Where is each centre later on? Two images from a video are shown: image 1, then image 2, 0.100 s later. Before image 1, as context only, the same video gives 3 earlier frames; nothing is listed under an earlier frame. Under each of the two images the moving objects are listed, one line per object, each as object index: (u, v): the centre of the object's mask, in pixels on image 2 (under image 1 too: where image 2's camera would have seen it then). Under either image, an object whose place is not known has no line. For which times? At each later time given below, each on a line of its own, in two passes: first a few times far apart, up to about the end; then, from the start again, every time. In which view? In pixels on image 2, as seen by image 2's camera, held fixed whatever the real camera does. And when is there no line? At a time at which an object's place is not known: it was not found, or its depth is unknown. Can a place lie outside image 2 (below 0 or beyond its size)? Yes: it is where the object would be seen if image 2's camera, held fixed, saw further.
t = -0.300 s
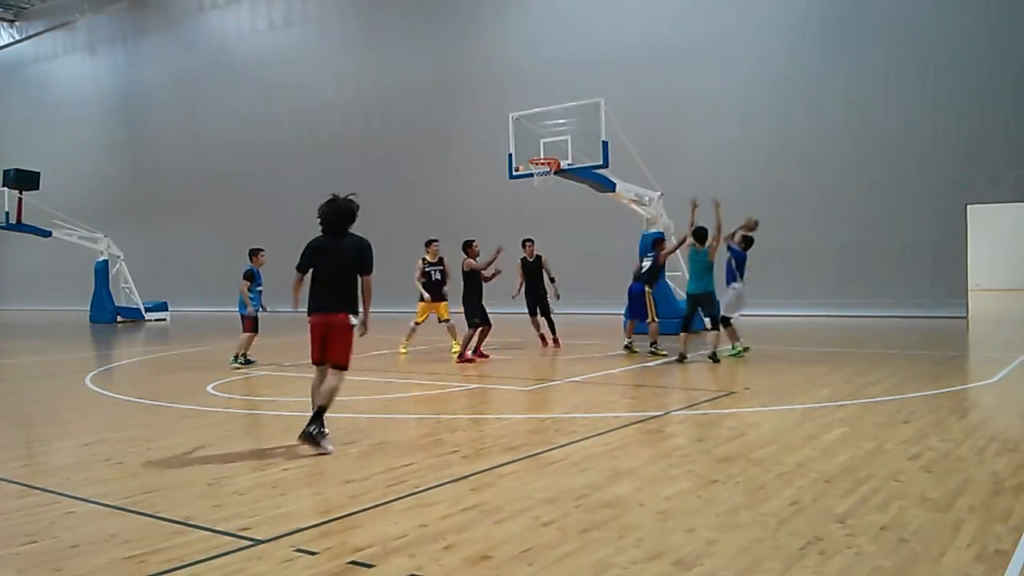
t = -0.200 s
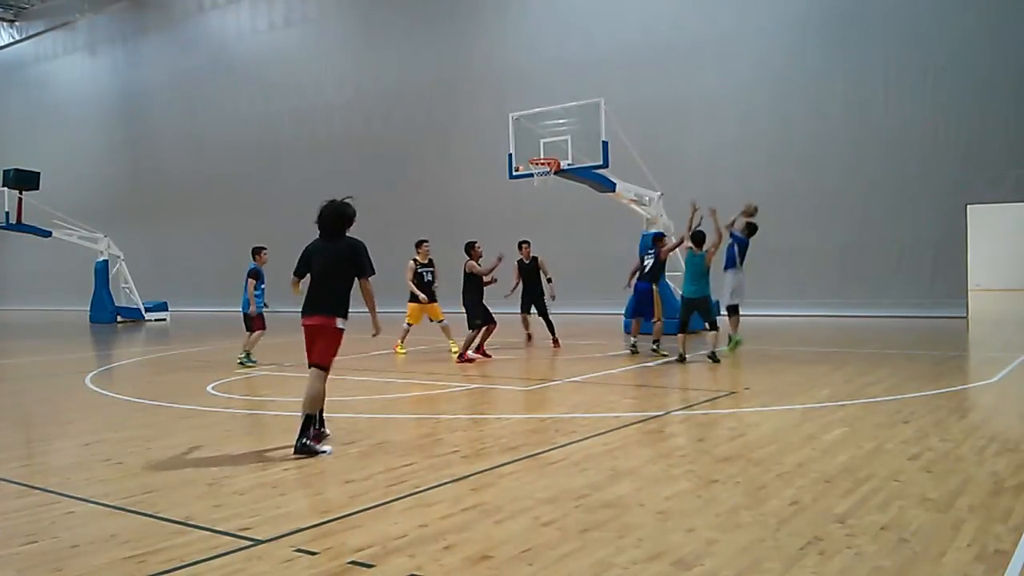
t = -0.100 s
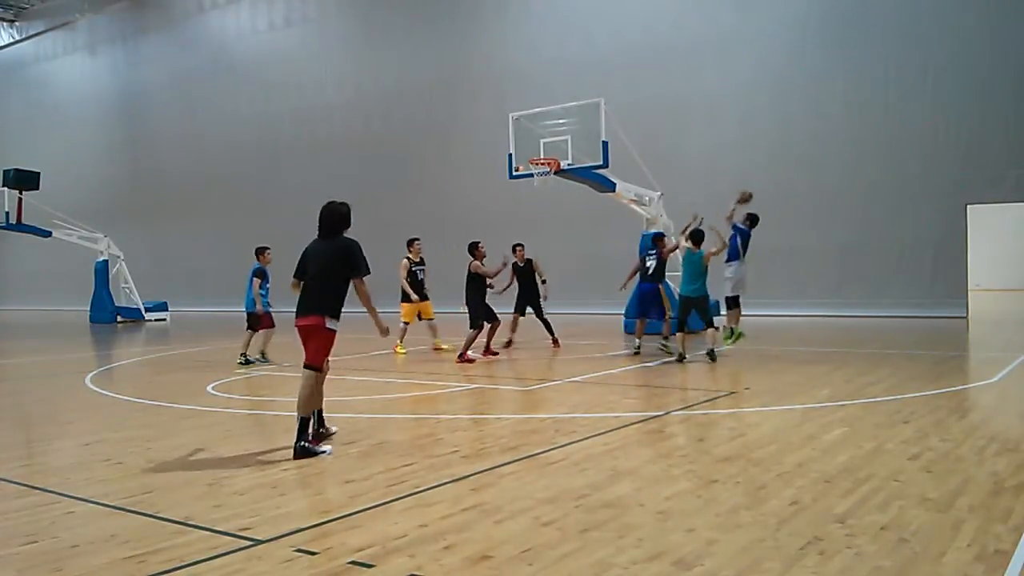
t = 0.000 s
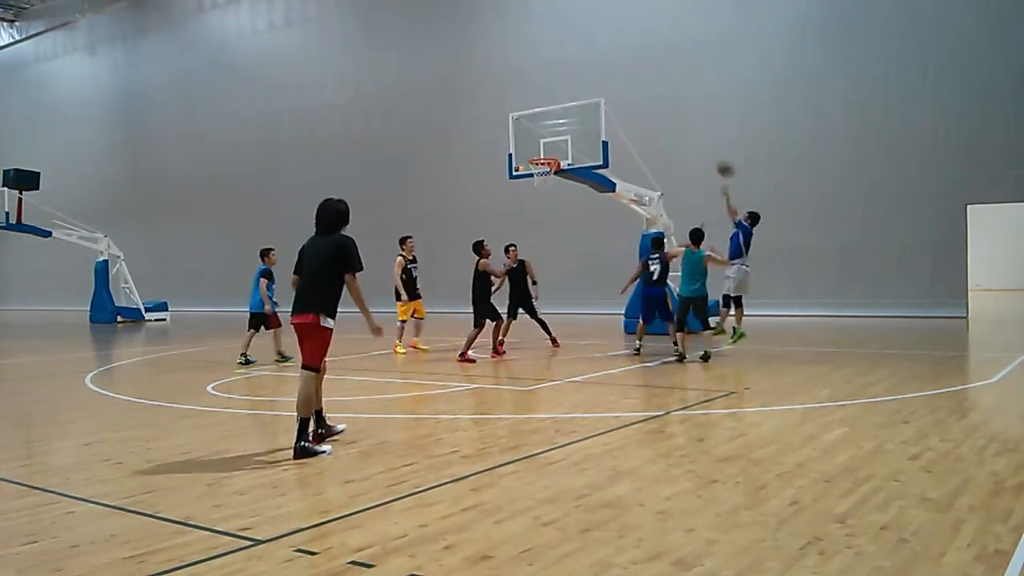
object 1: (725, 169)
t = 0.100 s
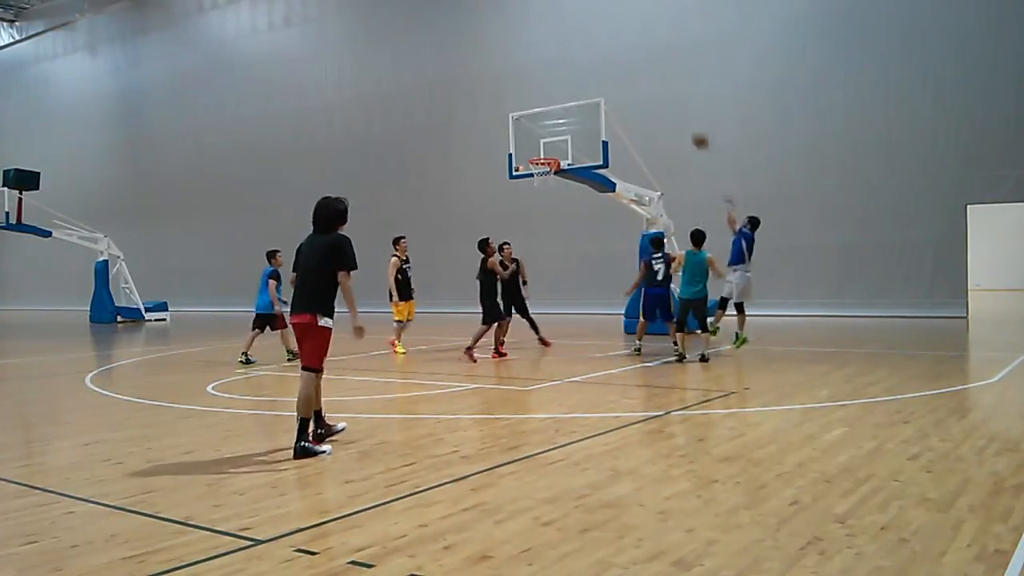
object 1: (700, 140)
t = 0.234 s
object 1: (670, 115)
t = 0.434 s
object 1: (627, 99)
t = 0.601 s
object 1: (594, 104)
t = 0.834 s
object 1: (551, 139)
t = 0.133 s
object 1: (692, 134)
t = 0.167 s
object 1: (685, 127)
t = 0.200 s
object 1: (677, 120)
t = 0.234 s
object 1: (670, 115)
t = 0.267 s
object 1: (662, 110)
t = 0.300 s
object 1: (655, 107)
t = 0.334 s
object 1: (647, 104)
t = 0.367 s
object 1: (640, 101)
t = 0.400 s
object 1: (634, 100)
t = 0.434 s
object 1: (627, 99)
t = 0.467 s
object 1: (620, 98)
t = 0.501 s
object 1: (613, 99)
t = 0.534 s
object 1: (607, 100)
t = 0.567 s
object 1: (600, 101)
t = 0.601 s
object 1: (594, 104)
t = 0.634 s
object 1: (588, 107)
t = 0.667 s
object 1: (582, 111)
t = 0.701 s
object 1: (575, 116)
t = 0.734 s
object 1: (569, 121)
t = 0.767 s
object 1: (563, 127)
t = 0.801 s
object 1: (556, 134)
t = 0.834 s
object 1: (551, 139)
